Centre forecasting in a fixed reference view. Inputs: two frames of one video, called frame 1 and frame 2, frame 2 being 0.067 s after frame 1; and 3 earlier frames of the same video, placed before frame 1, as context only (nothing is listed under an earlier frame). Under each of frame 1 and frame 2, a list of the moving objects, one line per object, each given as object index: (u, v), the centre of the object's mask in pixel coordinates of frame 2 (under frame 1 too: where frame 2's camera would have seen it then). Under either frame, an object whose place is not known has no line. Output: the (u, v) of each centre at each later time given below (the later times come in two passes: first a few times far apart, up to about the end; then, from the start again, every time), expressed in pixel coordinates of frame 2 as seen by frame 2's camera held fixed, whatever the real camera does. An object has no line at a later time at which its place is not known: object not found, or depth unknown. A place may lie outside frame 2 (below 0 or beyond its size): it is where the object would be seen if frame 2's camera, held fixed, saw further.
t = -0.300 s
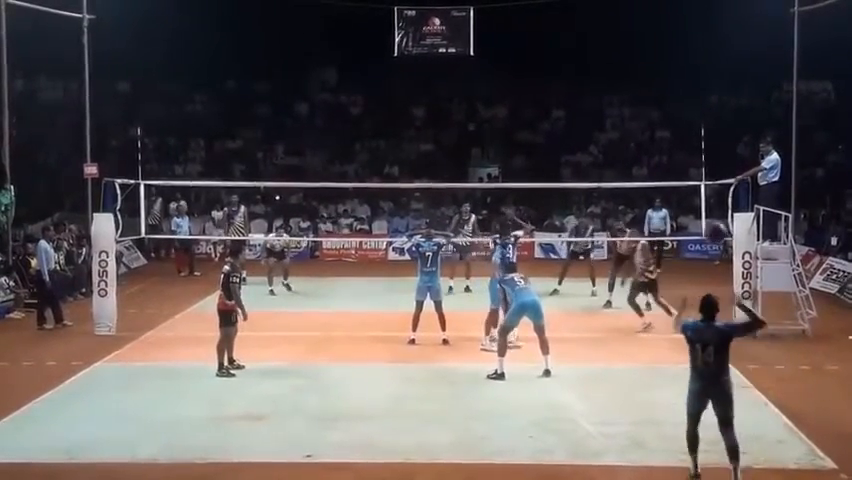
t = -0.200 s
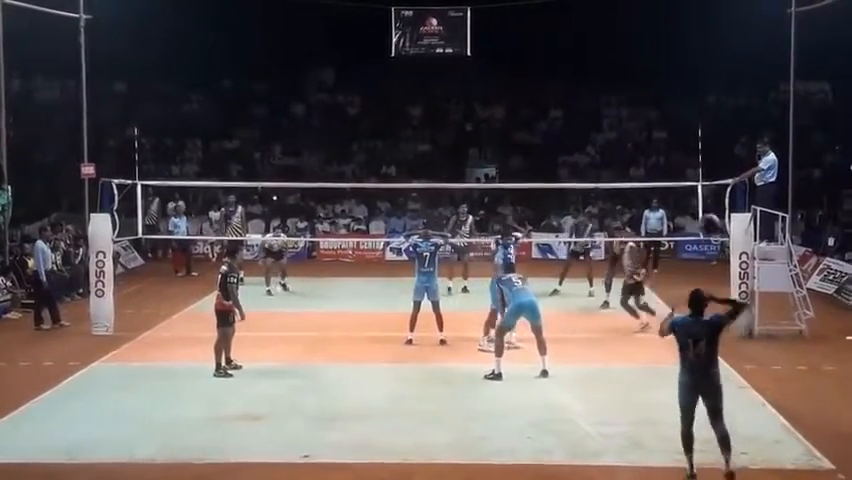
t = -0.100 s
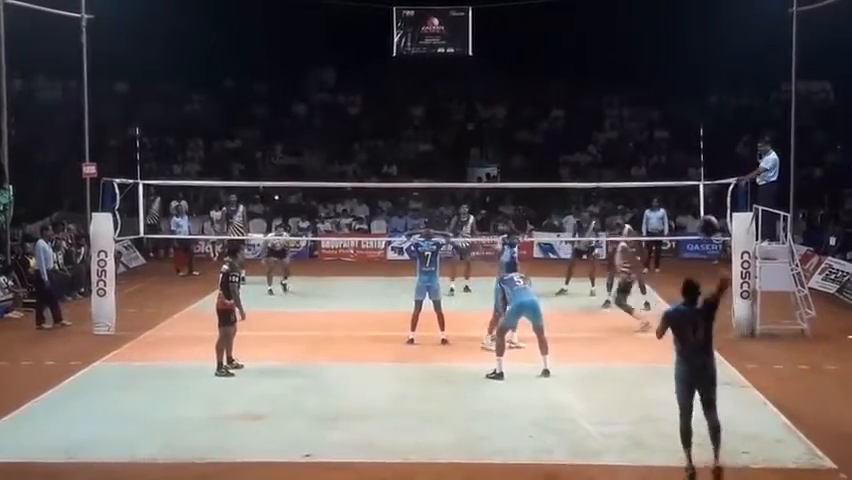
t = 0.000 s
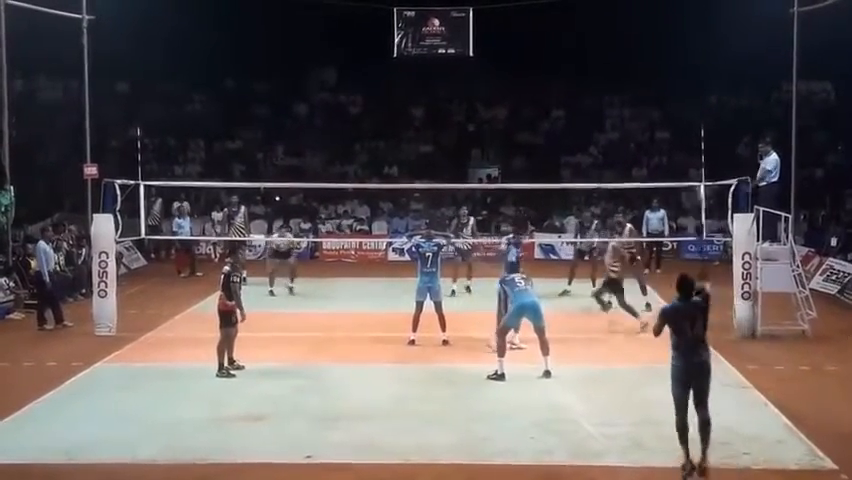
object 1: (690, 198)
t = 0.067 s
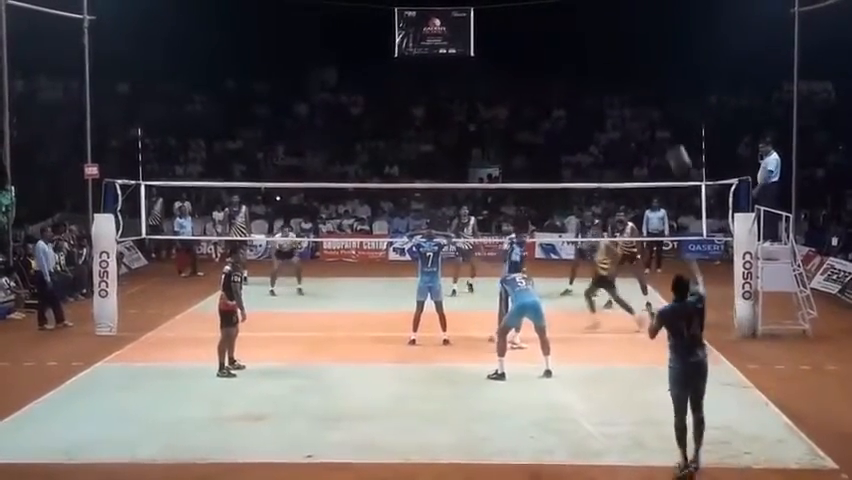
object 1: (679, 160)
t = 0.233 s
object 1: (650, 94)
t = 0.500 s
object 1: (621, 55)
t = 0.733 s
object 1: (602, 59)
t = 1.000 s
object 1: (589, 98)
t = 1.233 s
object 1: (578, 156)
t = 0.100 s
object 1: (671, 144)
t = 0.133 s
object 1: (665, 129)
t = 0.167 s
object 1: (660, 114)
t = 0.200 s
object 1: (655, 103)
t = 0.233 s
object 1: (650, 94)
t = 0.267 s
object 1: (646, 85)
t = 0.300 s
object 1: (643, 78)
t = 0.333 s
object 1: (639, 72)
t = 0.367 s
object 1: (635, 67)
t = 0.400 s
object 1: (631, 63)
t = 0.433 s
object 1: (628, 59)
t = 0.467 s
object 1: (625, 56)
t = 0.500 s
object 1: (621, 55)
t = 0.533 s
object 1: (617, 54)
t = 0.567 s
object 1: (615, 54)
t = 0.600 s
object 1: (613, 54)
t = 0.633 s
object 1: (610, 54)
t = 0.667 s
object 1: (607, 55)
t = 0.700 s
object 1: (604, 56)
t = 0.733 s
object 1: (602, 59)
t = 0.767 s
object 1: (600, 62)
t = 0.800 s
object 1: (598, 66)
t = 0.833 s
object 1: (597, 70)
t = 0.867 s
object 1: (595, 75)
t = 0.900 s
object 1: (593, 80)
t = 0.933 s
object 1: (591, 86)
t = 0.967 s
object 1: (590, 92)
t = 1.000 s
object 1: (589, 98)
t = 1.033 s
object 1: (587, 105)
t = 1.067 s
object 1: (586, 113)
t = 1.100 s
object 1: (585, 120)
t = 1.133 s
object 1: (583, 129)
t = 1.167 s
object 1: (582, 137)
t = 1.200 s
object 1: (580, 146)
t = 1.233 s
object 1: (578, 156)
